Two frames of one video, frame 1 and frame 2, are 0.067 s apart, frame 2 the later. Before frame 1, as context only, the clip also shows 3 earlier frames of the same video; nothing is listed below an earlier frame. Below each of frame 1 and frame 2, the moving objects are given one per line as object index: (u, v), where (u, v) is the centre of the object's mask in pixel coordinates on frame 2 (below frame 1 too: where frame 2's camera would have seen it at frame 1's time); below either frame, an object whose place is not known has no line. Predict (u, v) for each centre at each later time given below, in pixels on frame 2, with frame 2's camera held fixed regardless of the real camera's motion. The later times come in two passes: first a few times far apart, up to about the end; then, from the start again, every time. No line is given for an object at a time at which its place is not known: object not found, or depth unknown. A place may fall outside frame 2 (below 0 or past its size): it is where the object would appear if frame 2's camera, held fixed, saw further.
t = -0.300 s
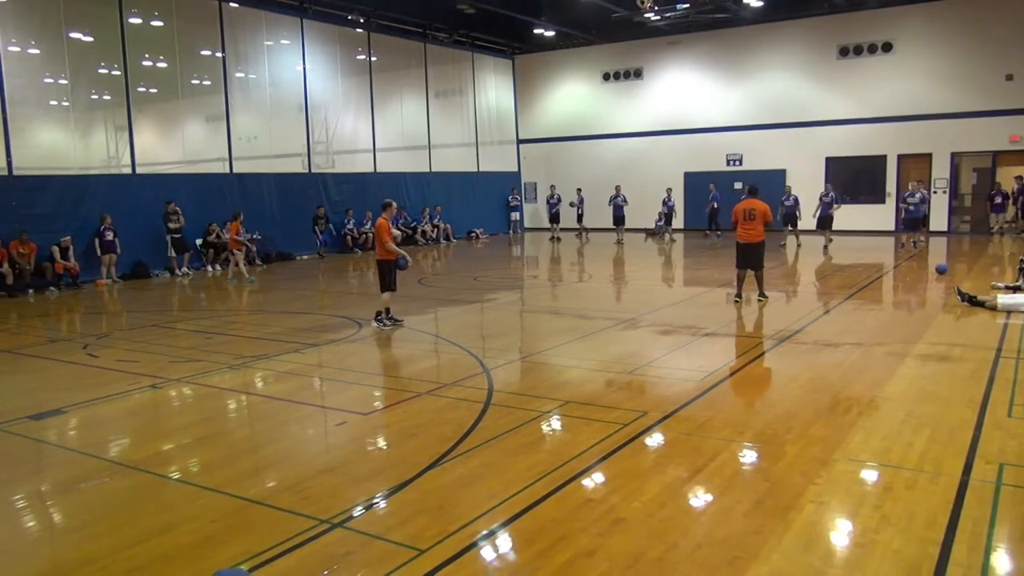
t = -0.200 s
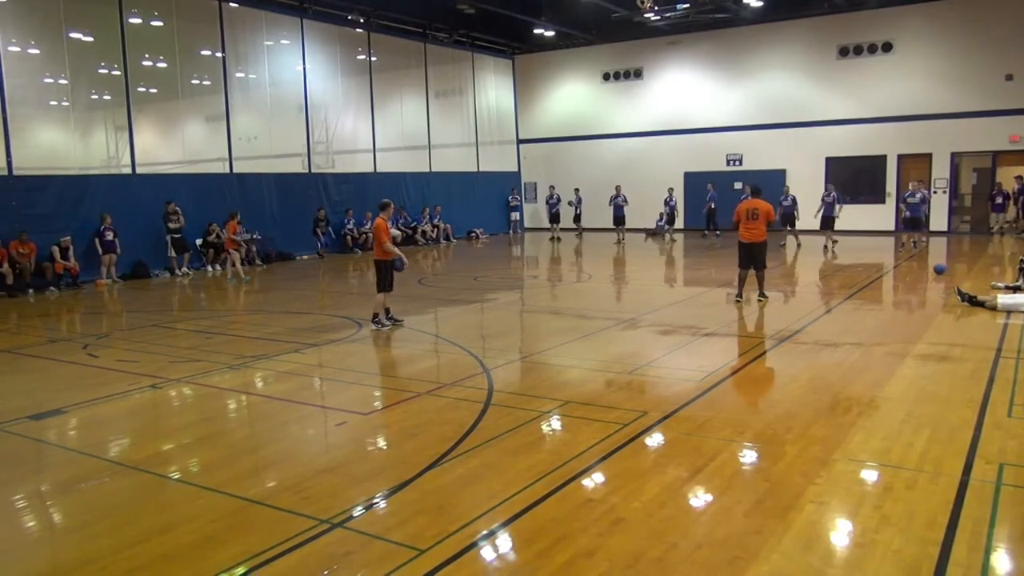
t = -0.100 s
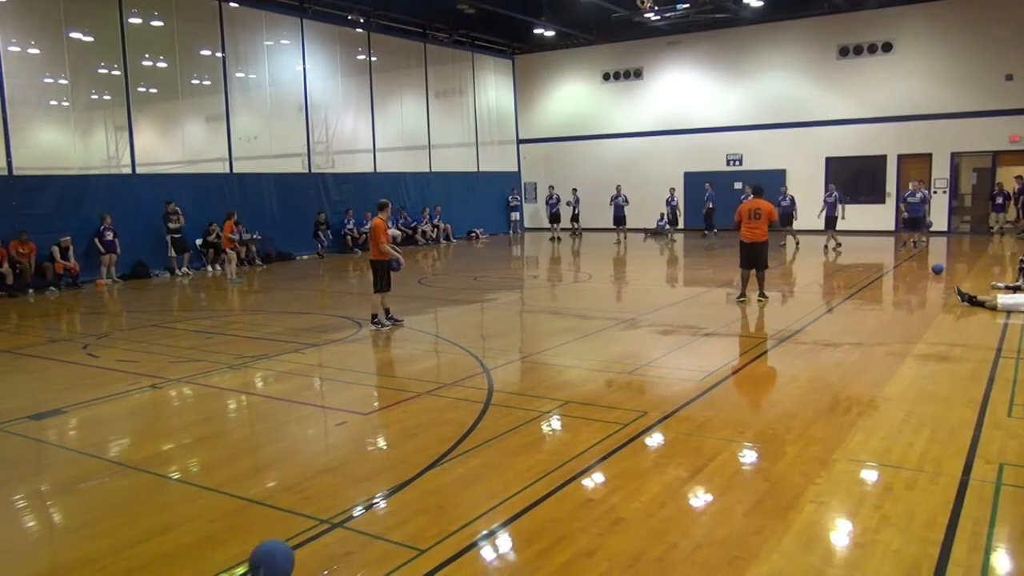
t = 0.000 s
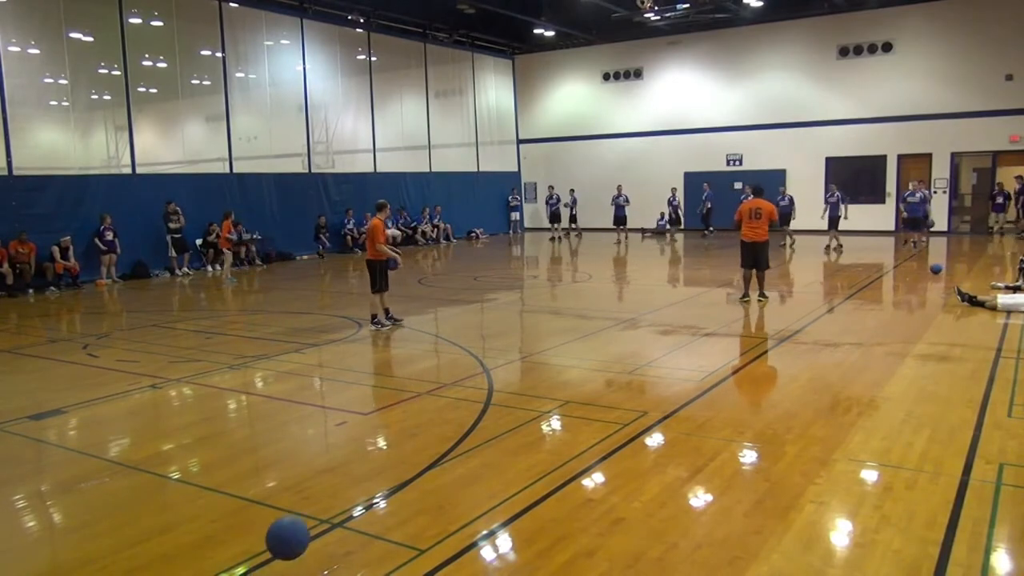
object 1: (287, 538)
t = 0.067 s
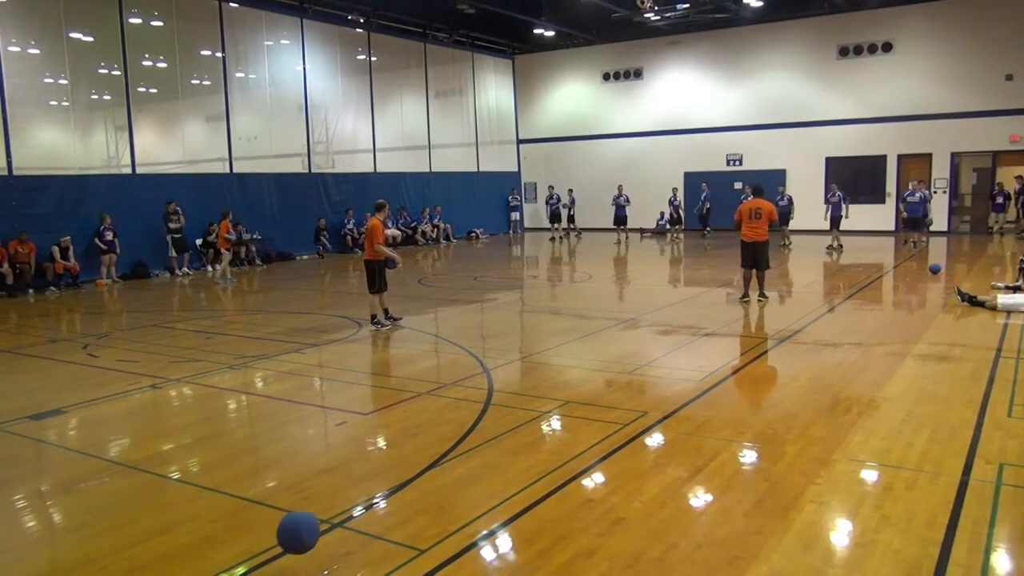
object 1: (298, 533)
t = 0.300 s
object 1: (330, 507)
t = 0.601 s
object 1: (363, 482)
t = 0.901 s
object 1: (391, 457)
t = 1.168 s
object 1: (413, 442)
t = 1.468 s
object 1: (435, 429)
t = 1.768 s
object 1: (454, 415)
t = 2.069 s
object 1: (472, 402)
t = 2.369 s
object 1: (490, 391)
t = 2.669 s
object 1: (505, 380)
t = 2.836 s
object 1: (514, 376)
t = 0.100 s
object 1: (303, 533)
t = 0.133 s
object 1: (309, 535)
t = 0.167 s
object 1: (314, 539)
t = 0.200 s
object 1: (318, 536)
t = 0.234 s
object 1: (322, 523)
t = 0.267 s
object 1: (326, 514)
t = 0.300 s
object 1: (330, 507)
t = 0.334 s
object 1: (333, 501)
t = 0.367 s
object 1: (337, 497)
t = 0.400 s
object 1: (341, 495)
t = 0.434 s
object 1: (344, 495)
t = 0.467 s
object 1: (348, 496)
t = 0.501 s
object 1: (352, 501)
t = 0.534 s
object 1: (356, 498)
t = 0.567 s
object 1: (359, 488)
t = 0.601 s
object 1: (363, 482)
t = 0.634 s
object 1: (366, 476)
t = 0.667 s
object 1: (369, 473)
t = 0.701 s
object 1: (373, 471)
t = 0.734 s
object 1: (376, 471)
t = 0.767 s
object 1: (379, 474)
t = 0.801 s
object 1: (382, 474)
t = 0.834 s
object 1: (385, 467)
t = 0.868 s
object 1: (388, 461)
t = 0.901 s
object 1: (391, 457)
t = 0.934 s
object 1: (394, 455)
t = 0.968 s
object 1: (397, 454)
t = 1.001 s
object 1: (399, 454)
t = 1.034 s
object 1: (402, 456)
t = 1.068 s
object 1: (405, 453)
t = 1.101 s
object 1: (408, 447)
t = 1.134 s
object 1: (410, 444)
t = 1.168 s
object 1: (413, 442)
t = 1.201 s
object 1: (415, 442)
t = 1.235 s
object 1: (418, 443)
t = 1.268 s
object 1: (420, 441)
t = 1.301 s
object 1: (423, 437)
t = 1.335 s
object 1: (425, 434)
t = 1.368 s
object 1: (427, 432)
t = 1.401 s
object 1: (430, 432)
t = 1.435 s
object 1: (433, 432)
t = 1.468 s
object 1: (435, 429)
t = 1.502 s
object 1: (437, 426)
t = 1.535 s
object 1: (440, 424)
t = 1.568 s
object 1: (442, 424)
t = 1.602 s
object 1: (444, 423)
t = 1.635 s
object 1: (446, 420)
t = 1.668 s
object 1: (448, 417)
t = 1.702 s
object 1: (450, 416)
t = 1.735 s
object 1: (453, 416)
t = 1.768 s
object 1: (454, 415)
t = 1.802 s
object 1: (456, 413)
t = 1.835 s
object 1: (459, 411)
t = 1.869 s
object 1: (461, 410)
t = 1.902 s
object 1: (463, 409)
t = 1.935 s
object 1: (465, 407)
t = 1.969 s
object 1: (467, 405)
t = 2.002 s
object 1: (468, 404)
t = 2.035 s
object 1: (471, 404)
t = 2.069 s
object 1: (472, 402)
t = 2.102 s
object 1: (474, 401)
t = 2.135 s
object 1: (476, 399)
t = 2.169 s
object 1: (478, 398)
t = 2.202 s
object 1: (480, 397)
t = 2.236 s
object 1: (482, 396)
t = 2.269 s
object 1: (484, 395)
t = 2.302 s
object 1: (486, 394)
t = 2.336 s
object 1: (488, 392)
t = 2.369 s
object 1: (490, 391)
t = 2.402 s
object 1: (492, 390)
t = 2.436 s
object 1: (493, 388)
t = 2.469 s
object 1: (495, 387)
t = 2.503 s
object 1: (497, 386)
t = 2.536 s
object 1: (498, 385)
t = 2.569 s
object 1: (500, 384)
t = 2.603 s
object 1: (502, 383)
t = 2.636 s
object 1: (504, 382)
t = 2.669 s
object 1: (505, 380)
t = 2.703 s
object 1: (507, 380)
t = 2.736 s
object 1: (509, 379)
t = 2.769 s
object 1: (511, 377)
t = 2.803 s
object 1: (512, 377)
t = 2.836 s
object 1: (514, 376)
